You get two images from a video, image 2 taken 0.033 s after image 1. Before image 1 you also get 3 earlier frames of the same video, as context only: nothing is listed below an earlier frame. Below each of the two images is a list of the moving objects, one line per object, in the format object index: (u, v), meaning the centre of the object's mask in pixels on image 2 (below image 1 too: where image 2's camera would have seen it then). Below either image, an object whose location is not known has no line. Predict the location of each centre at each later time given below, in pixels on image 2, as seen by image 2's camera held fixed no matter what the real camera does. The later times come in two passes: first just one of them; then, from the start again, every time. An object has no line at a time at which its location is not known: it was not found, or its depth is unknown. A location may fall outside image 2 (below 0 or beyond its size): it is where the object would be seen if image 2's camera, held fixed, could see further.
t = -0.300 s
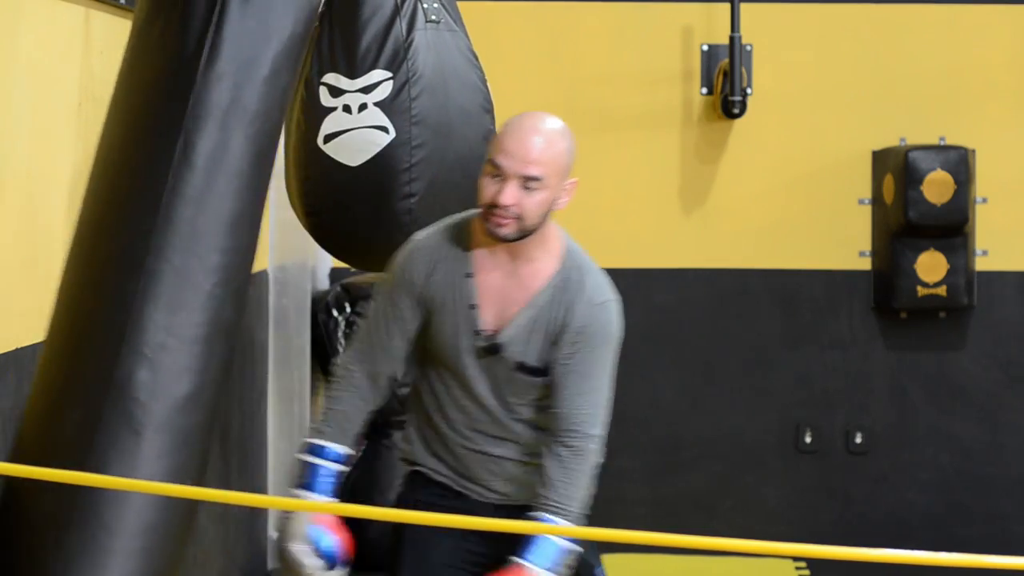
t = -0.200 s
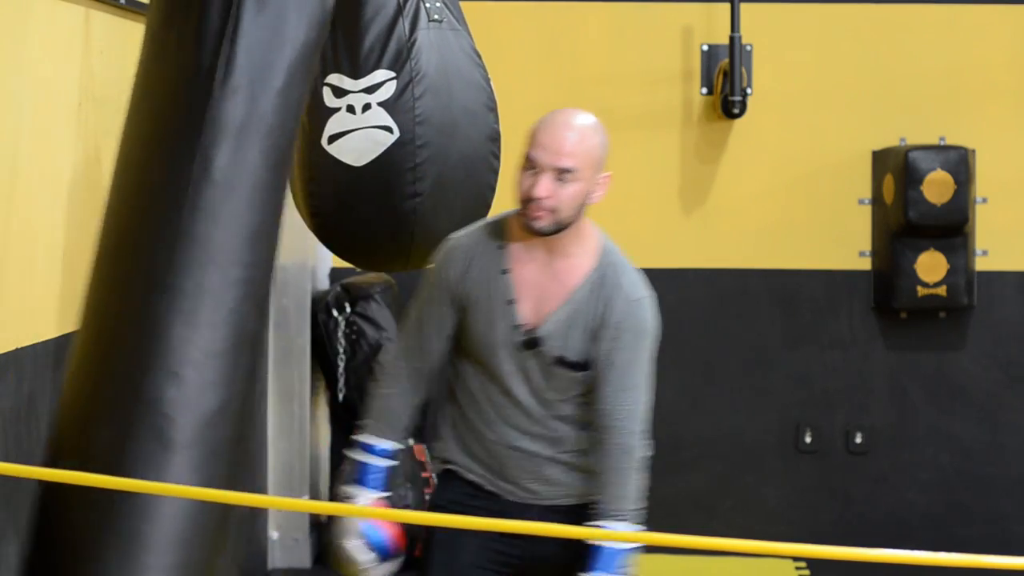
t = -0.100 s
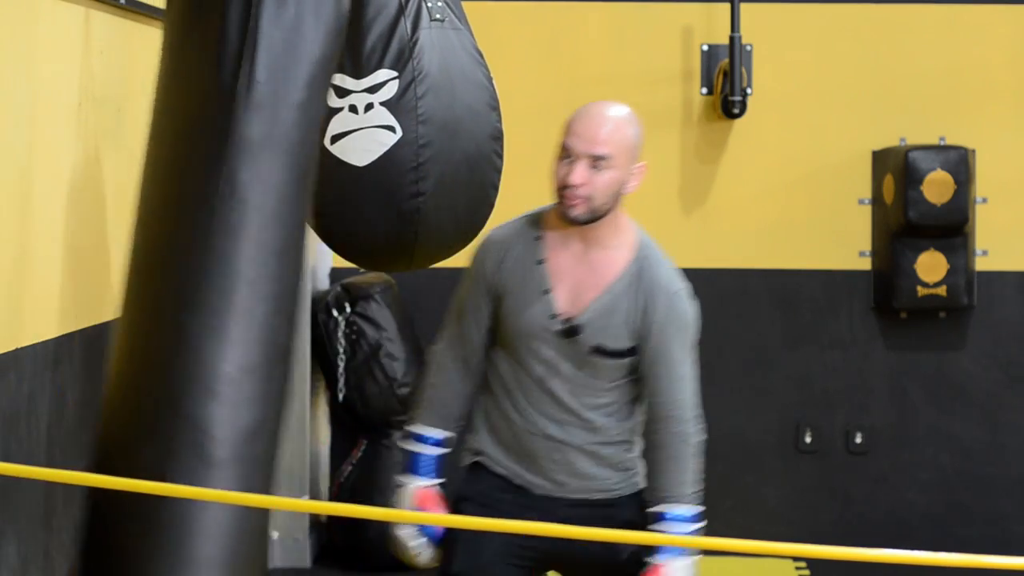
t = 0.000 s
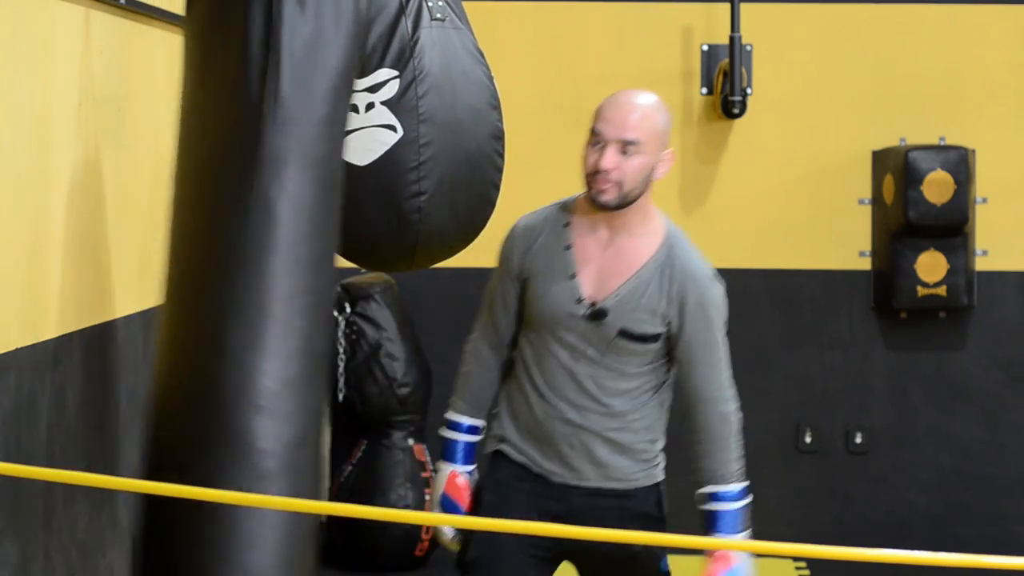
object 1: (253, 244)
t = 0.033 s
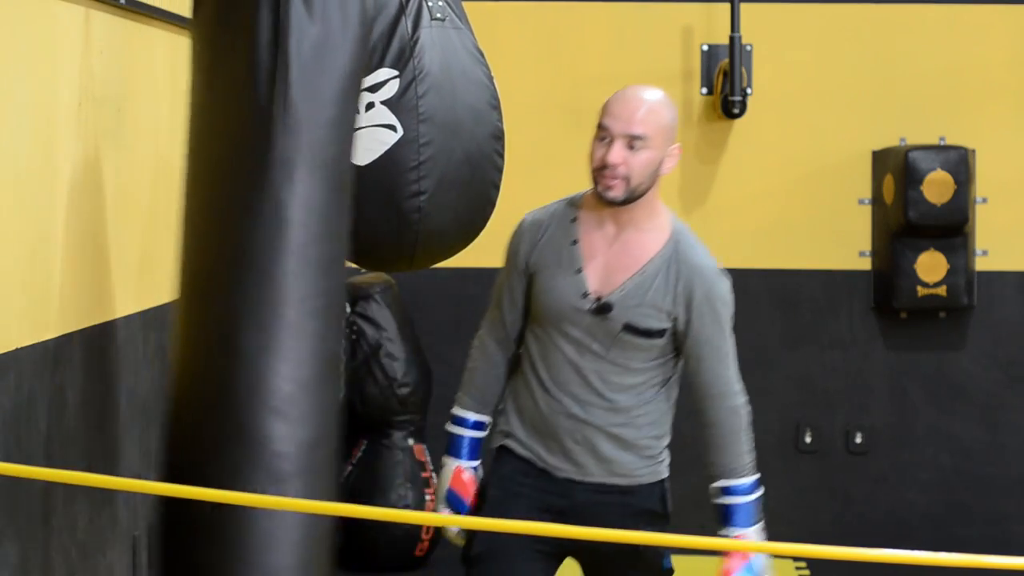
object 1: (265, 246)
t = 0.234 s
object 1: (337, 247)
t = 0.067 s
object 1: (278, 246)
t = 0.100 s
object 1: (290, 248)
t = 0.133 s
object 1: (303, 247)
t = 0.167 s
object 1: (314, 247)
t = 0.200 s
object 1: (326, 247)
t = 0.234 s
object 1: (337, 247)
